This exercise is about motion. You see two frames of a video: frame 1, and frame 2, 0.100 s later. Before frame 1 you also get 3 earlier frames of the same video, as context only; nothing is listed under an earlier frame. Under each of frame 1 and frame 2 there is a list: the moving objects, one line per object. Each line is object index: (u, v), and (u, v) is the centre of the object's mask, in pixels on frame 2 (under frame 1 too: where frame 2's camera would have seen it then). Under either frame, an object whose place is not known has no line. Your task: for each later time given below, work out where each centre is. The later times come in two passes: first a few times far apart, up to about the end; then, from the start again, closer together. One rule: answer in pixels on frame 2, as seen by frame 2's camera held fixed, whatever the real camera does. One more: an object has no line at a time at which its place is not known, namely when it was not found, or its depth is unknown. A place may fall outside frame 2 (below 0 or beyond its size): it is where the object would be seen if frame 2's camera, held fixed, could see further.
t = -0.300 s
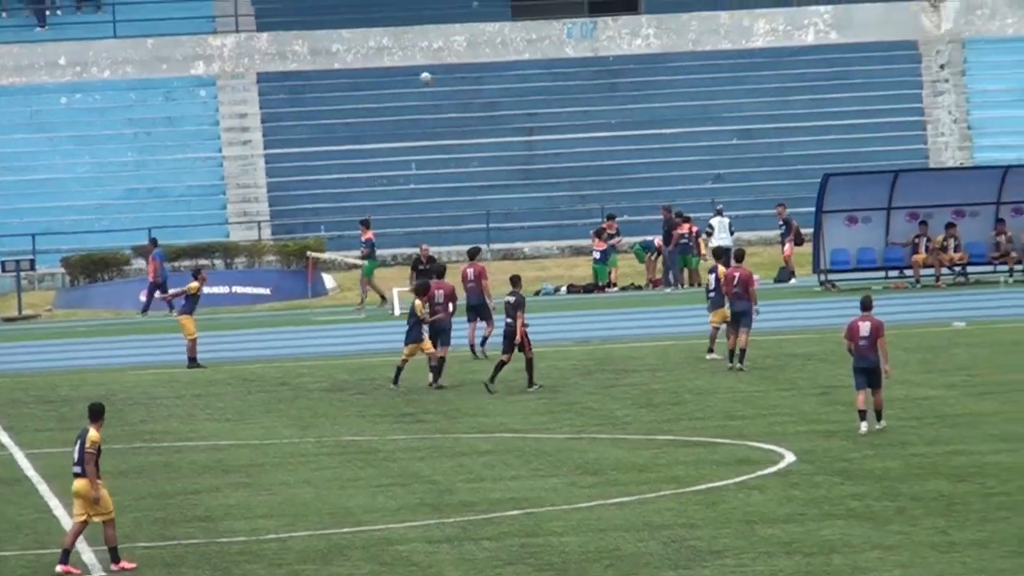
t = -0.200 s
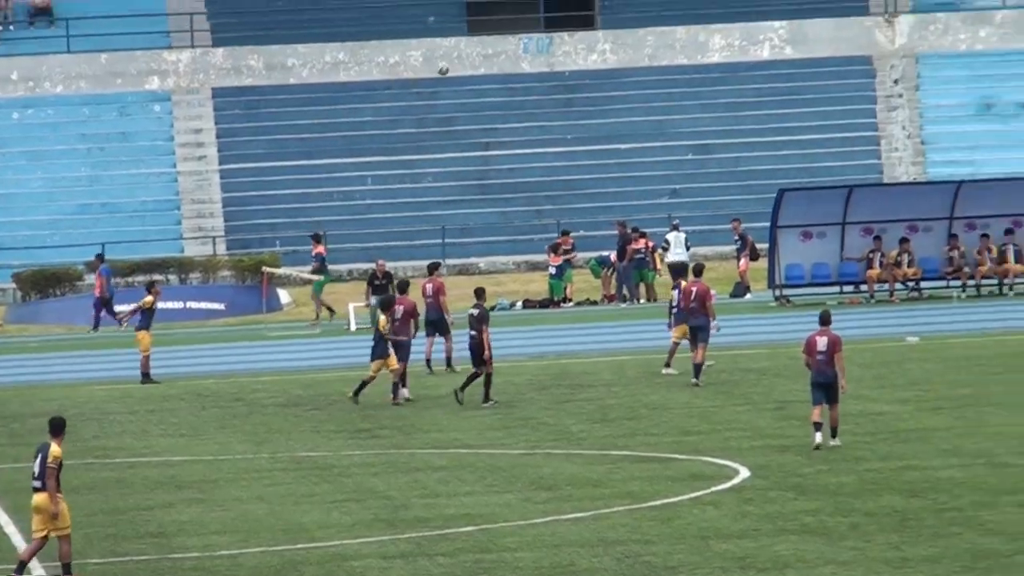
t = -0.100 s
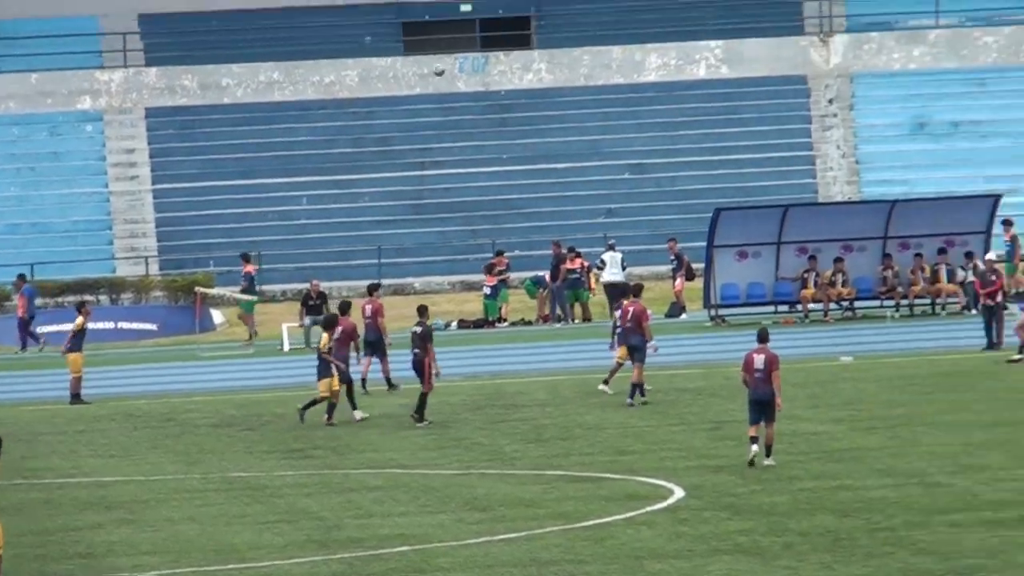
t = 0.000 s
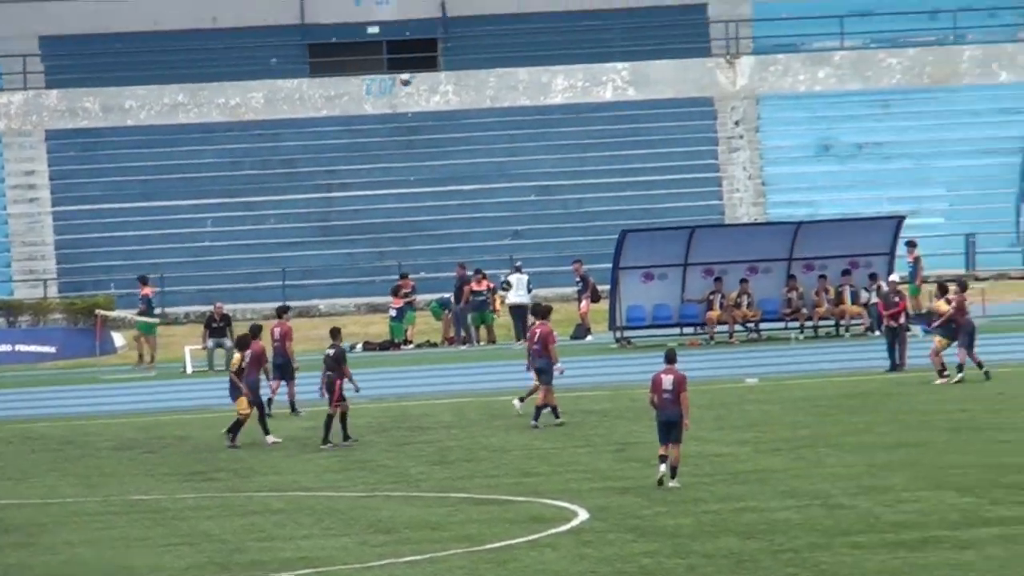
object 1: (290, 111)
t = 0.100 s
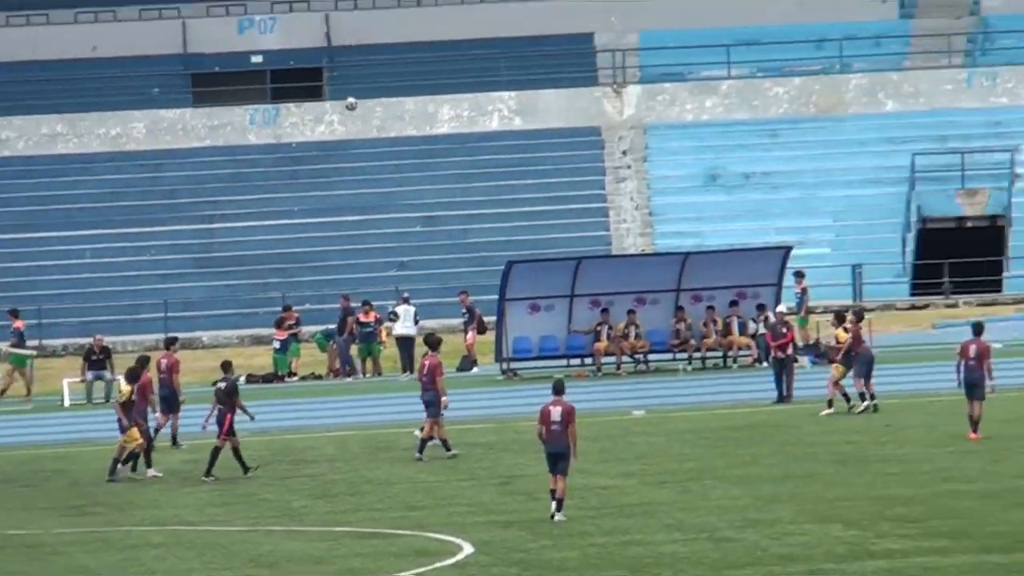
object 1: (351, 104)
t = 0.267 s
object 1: (448, 109)
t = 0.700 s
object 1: (693, 204)
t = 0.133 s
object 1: (370, 103)
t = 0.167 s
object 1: (390, 104)
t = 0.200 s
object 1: (410, 105)
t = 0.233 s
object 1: (429, 108)
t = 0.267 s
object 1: (448, 109)
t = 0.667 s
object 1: (674, 191)
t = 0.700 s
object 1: (693, 204)
